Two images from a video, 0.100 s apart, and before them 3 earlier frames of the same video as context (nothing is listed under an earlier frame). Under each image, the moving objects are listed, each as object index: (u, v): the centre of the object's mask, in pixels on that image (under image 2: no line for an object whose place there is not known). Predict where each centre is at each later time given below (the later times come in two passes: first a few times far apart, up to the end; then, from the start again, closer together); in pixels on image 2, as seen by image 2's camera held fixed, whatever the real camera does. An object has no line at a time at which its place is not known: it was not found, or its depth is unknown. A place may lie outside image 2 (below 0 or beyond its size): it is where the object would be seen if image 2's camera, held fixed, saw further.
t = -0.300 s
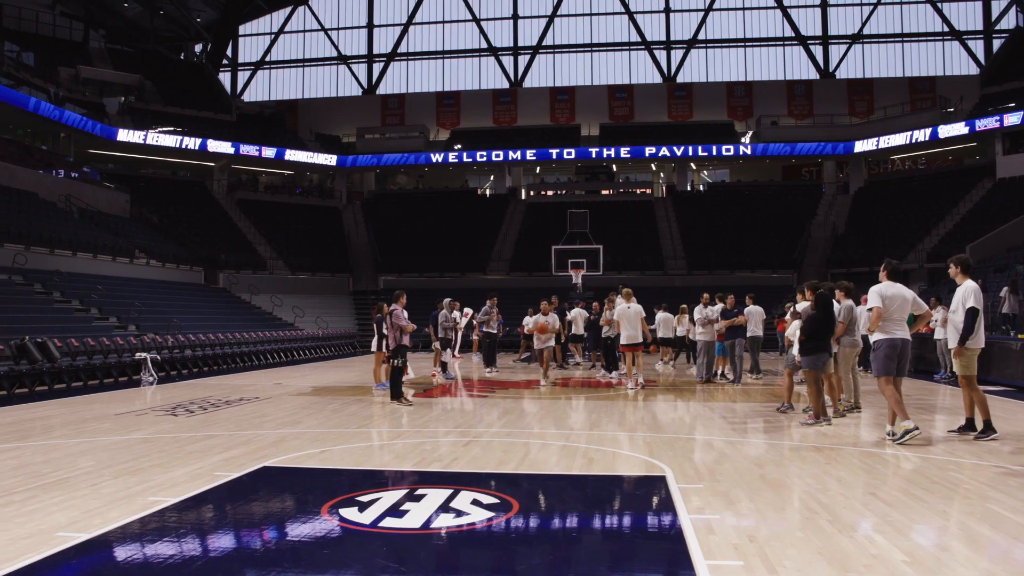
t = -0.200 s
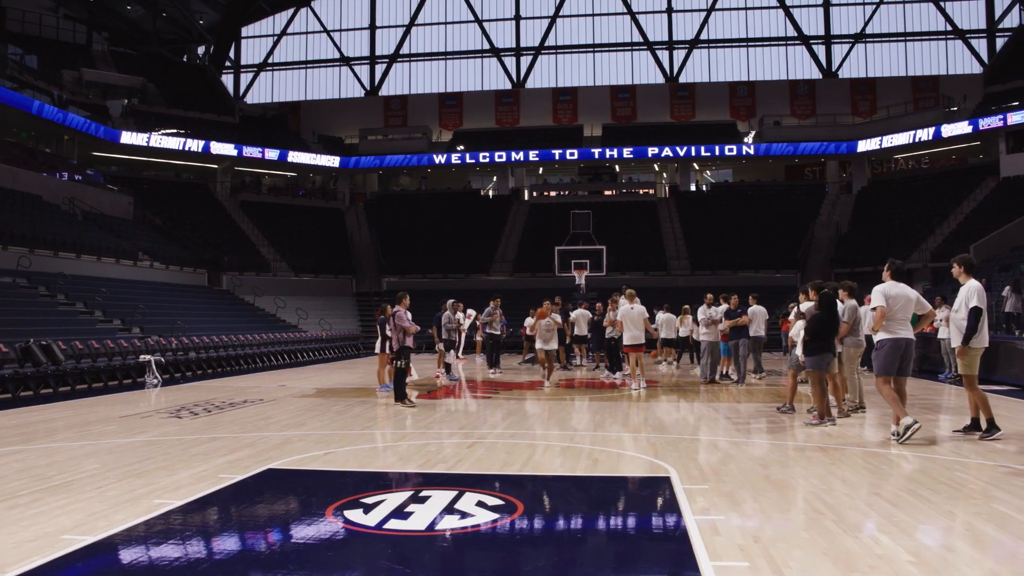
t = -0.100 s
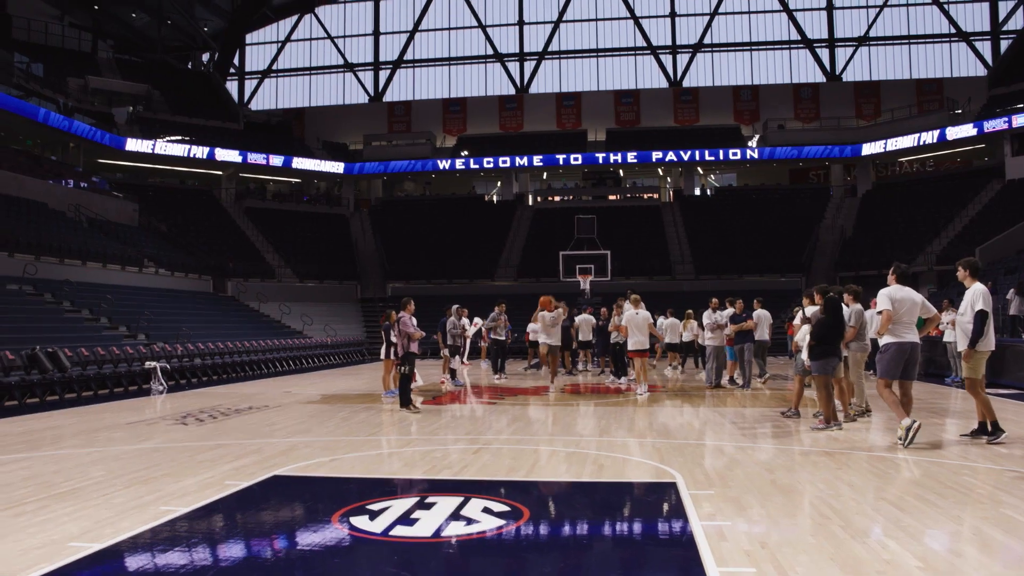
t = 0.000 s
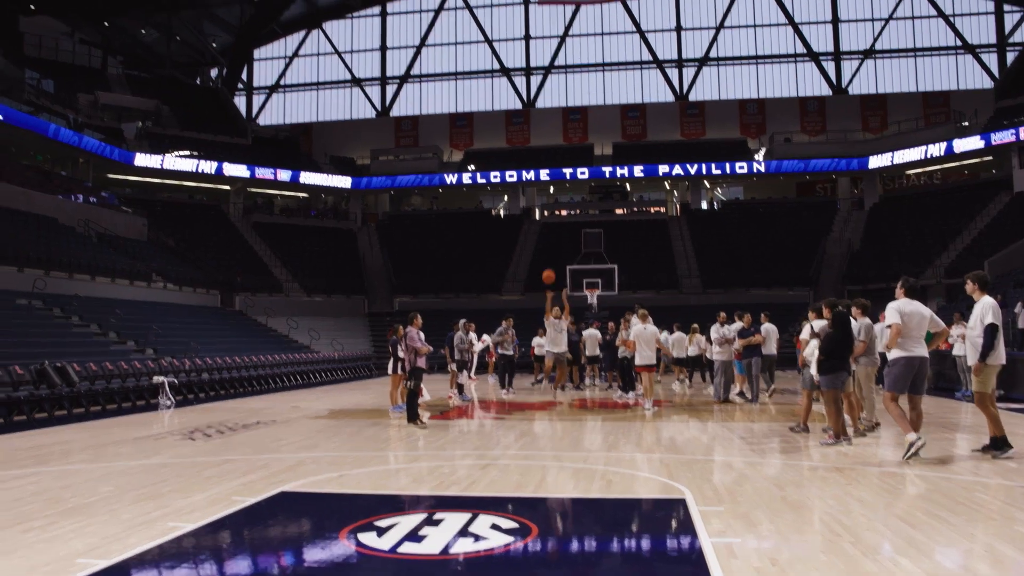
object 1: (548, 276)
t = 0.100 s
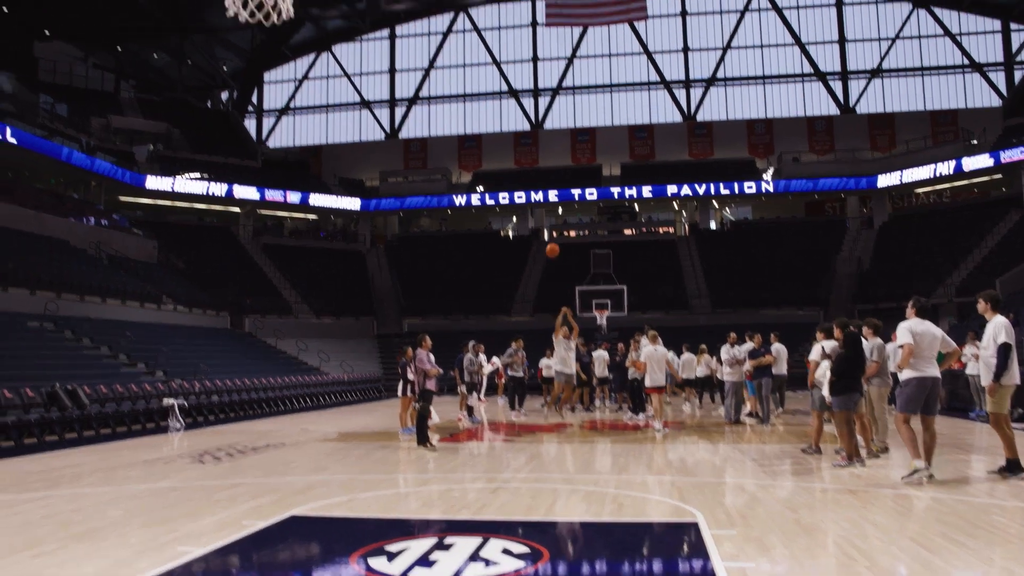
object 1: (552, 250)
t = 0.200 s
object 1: (548, 207)
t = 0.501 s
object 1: (533, 83)
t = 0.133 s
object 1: (551, 235)
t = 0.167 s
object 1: (550, 221)
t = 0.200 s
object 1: (548, 207)
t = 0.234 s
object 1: (547, 192)
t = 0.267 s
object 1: (545, 177)
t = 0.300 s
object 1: (543, 164)
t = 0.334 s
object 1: (541, 150)
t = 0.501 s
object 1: (533, 83)
